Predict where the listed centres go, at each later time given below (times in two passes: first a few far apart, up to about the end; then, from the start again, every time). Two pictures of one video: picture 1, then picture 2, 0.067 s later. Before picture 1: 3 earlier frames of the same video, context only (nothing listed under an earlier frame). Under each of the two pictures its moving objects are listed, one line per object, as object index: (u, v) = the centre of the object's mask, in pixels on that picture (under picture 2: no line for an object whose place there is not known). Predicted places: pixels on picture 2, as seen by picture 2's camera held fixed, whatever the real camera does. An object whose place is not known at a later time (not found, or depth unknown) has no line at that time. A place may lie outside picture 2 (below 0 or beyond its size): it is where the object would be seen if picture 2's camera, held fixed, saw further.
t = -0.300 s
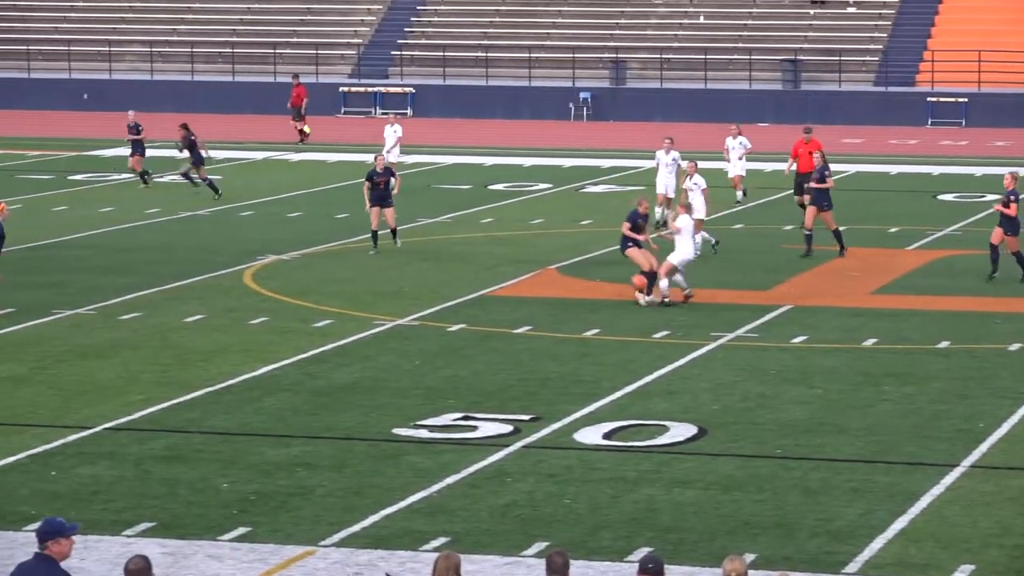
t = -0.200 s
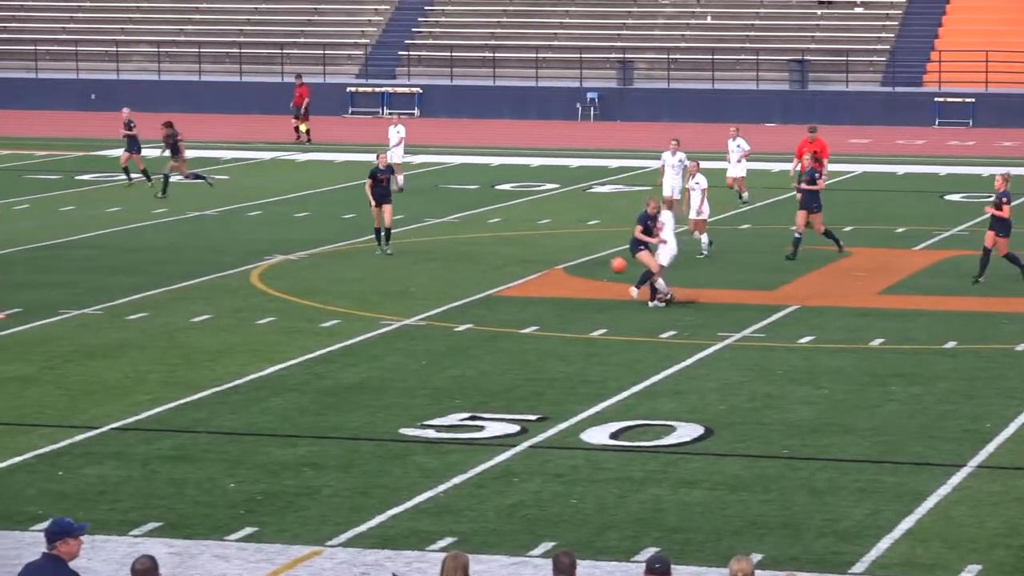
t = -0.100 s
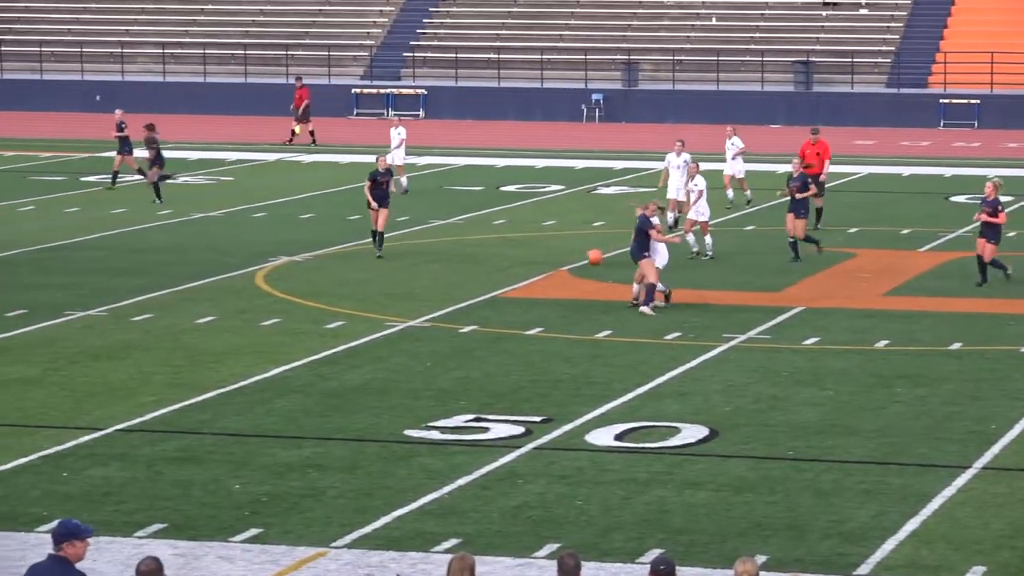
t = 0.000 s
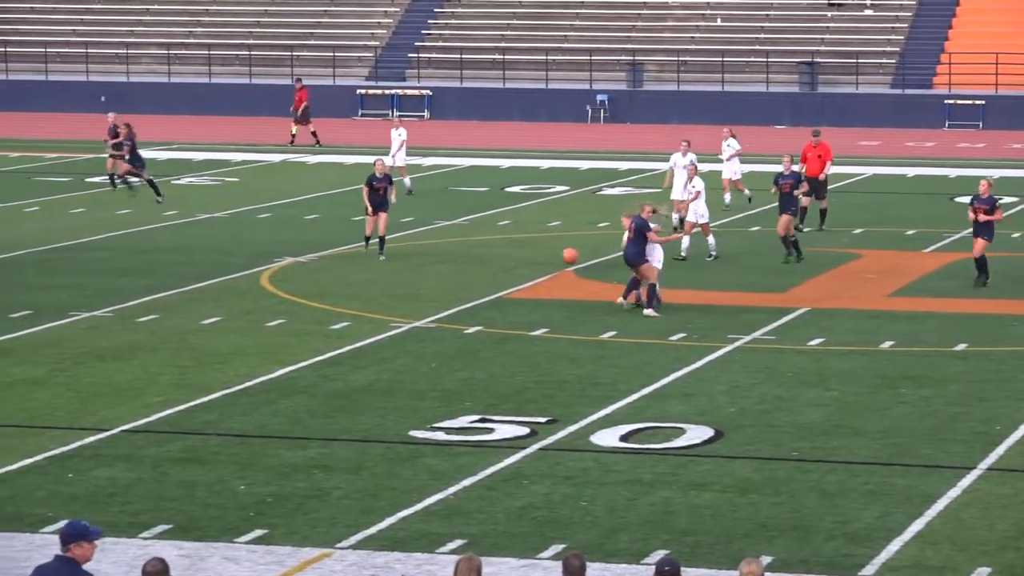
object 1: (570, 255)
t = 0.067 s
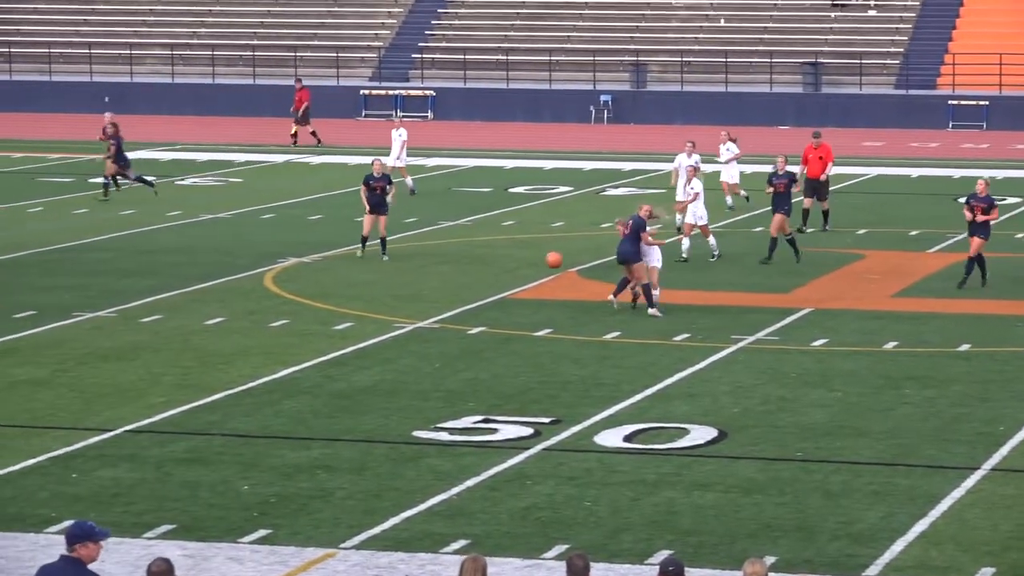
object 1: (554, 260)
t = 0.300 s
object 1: (481, 299)
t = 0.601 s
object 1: (397, 341)
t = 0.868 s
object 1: (332, 358)
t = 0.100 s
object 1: (544, 262)
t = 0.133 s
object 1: (534, 266)
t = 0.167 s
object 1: (523, 271)
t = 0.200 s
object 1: (513, 277)
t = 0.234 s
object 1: (502, 283)
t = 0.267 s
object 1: (492, 290)
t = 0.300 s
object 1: (481, 299)
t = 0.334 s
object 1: (471, 309)
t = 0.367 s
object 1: (460, 320)
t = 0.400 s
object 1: (449, 332)
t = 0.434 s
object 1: (438, 344)
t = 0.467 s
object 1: (428, 355)
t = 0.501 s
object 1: (419, 351)
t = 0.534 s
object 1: (412, 346)
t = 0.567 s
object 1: (405, 343)
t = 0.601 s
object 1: (397, 341)
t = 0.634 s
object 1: (389, 340)
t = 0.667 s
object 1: (380, 339)
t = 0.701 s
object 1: (373, 340)
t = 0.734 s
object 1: (364, 341)
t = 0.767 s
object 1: (356, 344)
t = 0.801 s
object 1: (348, 348)
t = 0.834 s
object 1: (340, 352)
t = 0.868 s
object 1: (332, 358)
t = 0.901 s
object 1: (323, 365)
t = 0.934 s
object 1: (314, 373)
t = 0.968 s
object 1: (306, 381)
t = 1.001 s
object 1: (297, 391)
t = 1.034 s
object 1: (288, 402)
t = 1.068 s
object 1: (279, 400)
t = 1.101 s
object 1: (270, 398)
